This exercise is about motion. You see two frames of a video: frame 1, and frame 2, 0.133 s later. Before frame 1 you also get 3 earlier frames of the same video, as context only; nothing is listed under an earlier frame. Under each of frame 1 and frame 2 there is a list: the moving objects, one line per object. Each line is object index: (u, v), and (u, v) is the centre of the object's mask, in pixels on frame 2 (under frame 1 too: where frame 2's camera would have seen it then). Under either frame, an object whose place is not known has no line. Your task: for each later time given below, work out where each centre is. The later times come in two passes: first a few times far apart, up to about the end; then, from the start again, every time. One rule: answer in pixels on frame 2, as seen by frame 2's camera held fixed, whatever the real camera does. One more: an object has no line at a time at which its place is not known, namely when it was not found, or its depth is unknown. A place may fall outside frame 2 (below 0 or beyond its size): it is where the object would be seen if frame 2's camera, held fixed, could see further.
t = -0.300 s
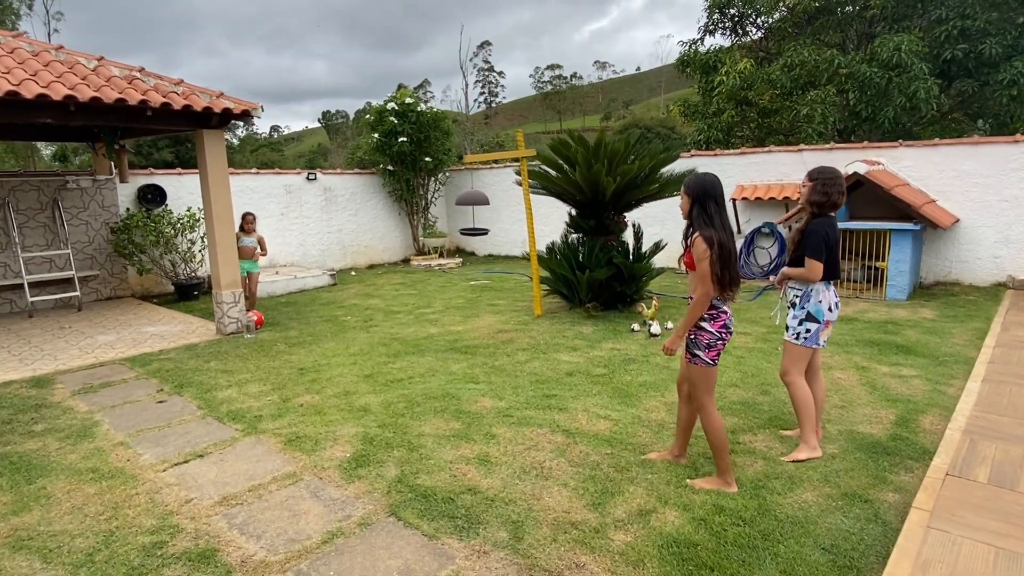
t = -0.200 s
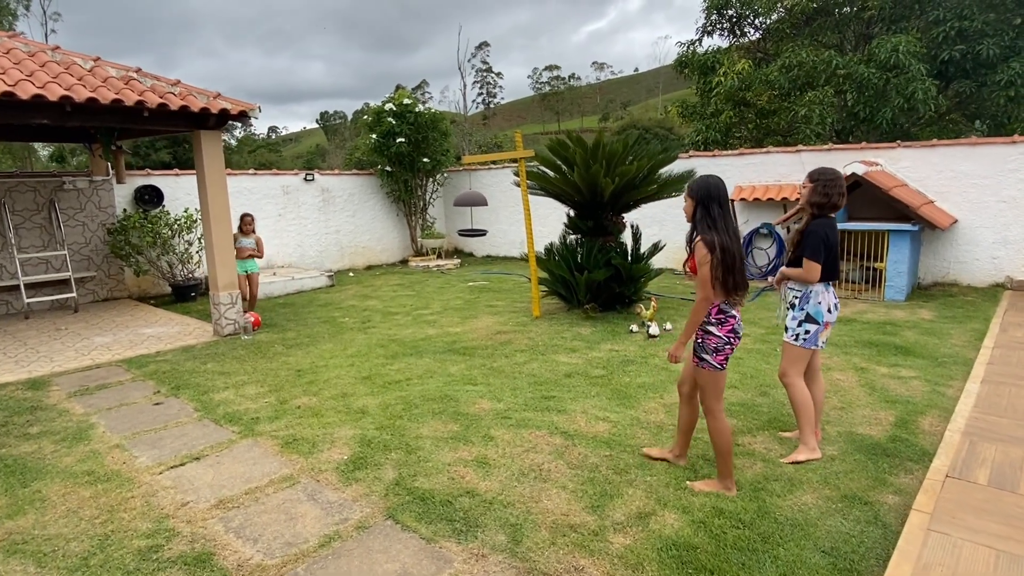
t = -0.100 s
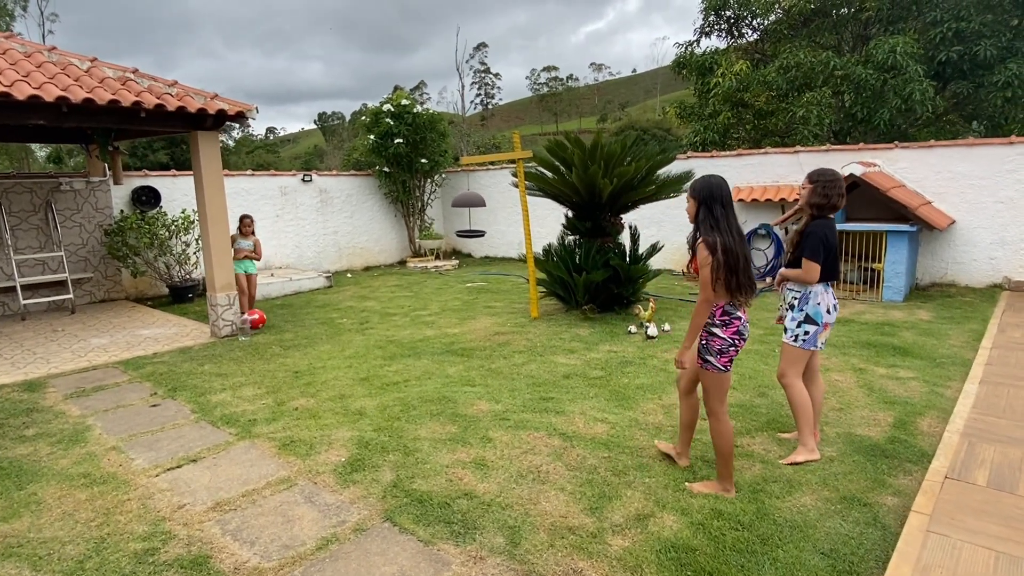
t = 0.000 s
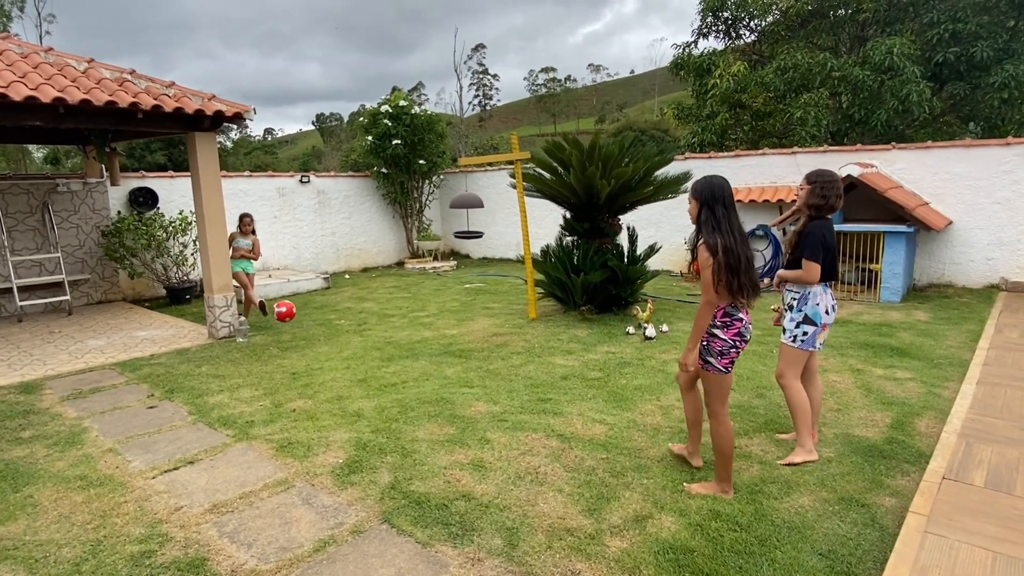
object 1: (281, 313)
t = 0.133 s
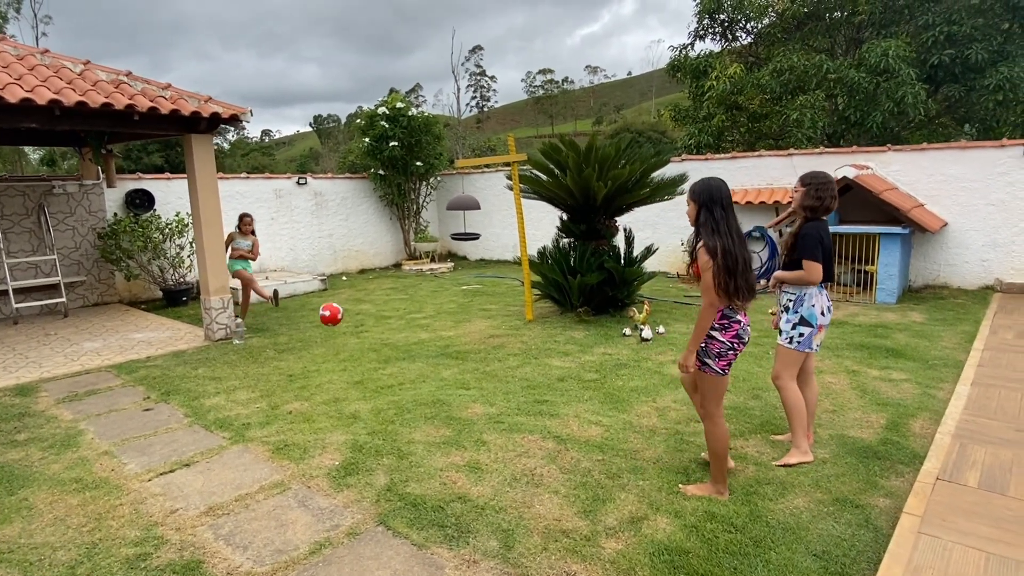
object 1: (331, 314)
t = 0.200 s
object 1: (359, 322)
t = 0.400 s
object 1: (452, 369)
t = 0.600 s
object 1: (525, 379)
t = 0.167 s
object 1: (345, 318)
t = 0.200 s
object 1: (359, 322)
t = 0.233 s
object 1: (374, 328)
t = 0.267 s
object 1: (389, 336)
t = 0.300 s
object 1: (406, 345)
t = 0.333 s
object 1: (423, 355)
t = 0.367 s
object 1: (440, 368)
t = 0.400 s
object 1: (452, 369)
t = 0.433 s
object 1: (464, 367)
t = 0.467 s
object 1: (475, 367)
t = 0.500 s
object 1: (487, 368)
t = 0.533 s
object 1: (499, 370)
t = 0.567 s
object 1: (512, 374)
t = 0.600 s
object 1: (525, 379)
